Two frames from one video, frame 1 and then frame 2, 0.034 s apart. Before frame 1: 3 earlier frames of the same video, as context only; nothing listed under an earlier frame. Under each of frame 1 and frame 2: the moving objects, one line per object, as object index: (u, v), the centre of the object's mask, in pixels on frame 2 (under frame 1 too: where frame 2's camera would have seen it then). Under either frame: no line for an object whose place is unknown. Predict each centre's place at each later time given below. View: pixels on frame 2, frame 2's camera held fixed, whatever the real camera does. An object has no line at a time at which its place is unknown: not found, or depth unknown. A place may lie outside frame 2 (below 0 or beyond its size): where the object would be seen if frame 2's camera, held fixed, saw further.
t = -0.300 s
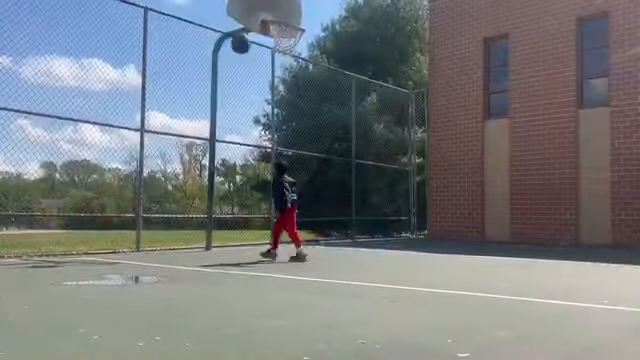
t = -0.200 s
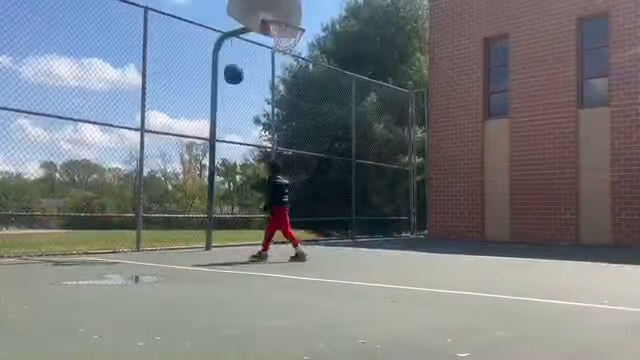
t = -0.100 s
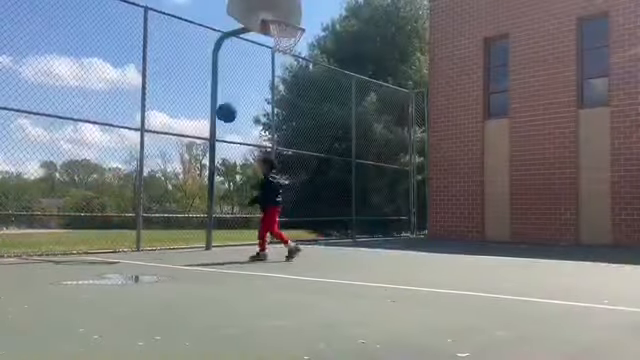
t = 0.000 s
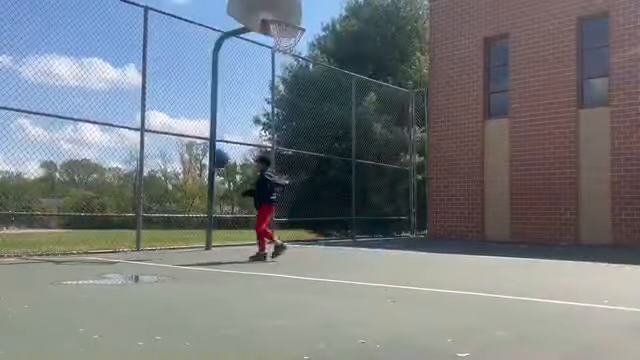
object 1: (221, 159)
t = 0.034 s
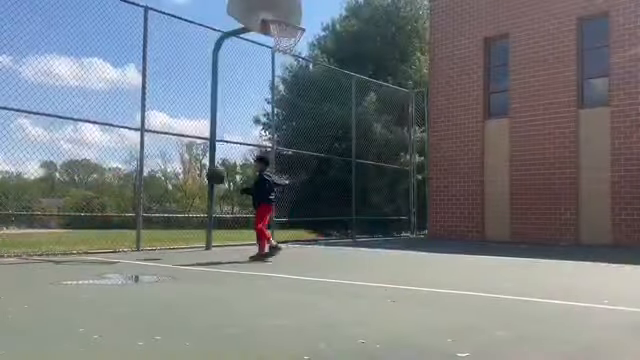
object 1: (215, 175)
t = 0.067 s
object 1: (213, 192)
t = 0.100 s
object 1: (210, 212)
